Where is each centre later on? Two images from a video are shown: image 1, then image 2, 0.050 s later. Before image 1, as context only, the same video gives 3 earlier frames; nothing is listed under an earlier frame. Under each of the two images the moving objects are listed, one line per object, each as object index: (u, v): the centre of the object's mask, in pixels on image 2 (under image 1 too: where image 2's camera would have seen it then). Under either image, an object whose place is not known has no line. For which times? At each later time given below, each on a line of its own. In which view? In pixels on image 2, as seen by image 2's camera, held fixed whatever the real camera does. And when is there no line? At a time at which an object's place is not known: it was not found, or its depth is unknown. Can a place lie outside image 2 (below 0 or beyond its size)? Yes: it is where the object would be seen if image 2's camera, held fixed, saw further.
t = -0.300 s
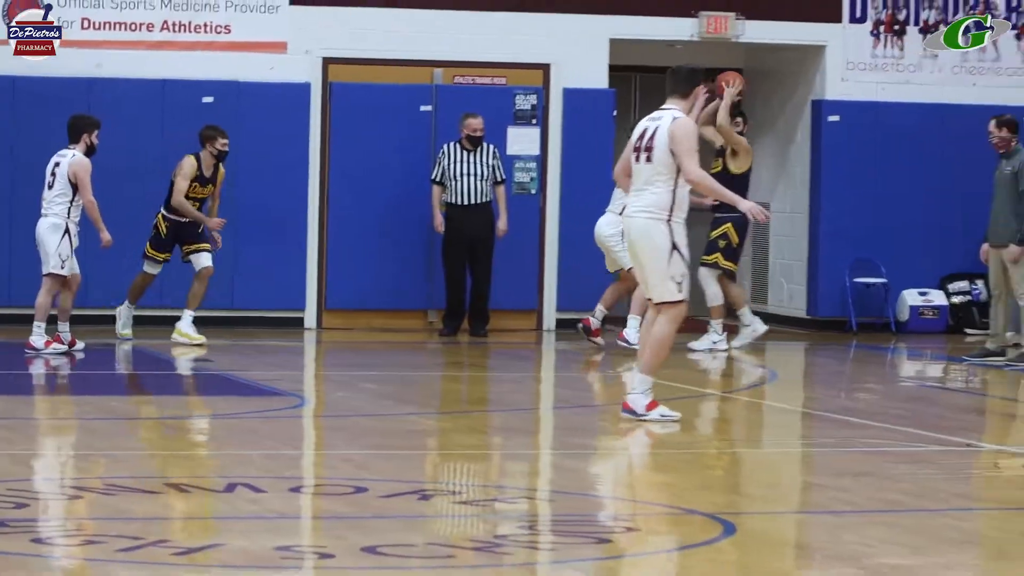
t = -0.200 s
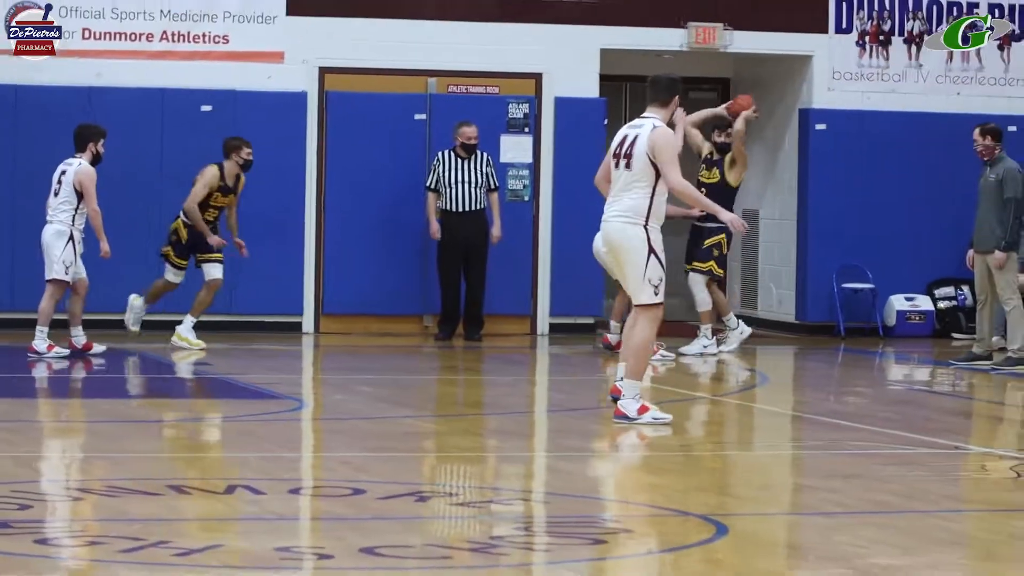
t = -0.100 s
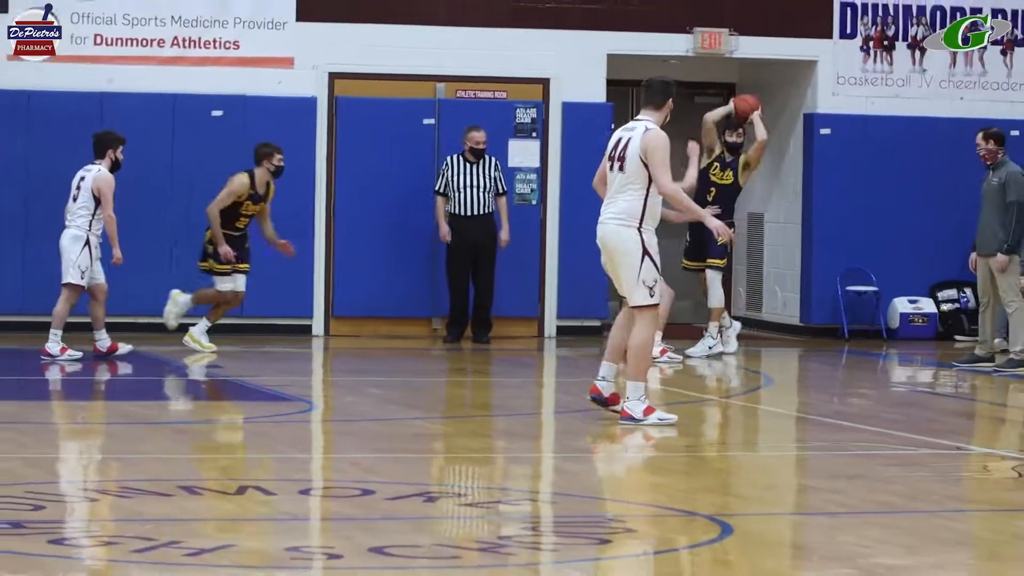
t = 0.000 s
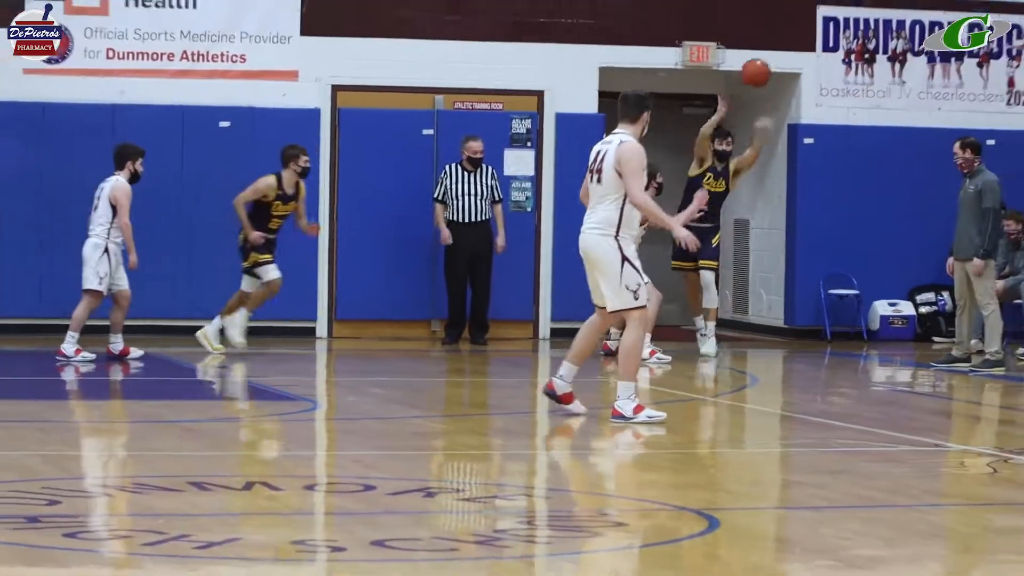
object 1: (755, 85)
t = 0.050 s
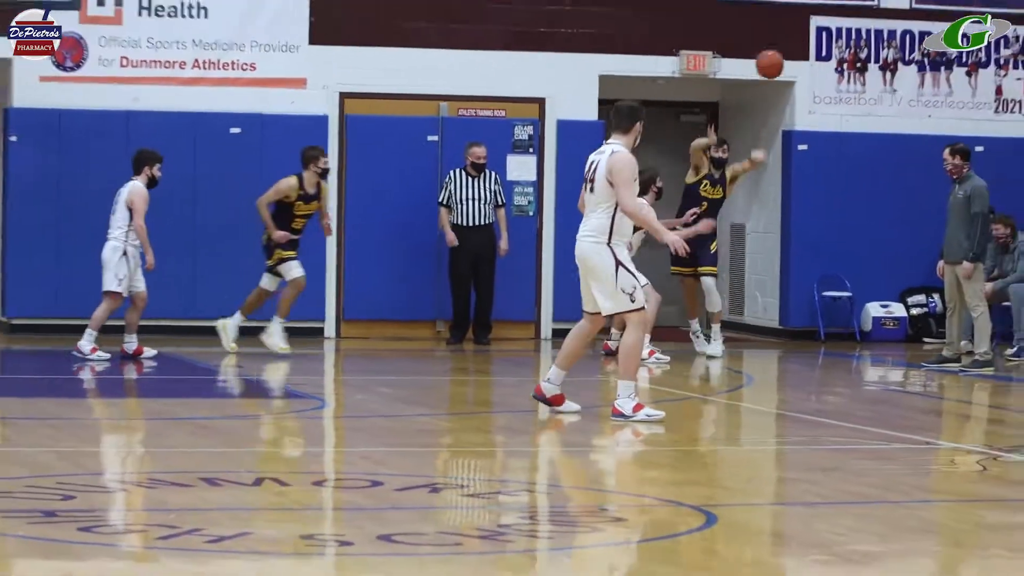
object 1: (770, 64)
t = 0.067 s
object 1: (776, 60)
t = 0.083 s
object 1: (783, 56)
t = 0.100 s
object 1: (790, 55)
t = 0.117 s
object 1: (795, 52)
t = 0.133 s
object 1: (800, 51)
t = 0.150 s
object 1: (805, 47)
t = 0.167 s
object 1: (809, 45)
